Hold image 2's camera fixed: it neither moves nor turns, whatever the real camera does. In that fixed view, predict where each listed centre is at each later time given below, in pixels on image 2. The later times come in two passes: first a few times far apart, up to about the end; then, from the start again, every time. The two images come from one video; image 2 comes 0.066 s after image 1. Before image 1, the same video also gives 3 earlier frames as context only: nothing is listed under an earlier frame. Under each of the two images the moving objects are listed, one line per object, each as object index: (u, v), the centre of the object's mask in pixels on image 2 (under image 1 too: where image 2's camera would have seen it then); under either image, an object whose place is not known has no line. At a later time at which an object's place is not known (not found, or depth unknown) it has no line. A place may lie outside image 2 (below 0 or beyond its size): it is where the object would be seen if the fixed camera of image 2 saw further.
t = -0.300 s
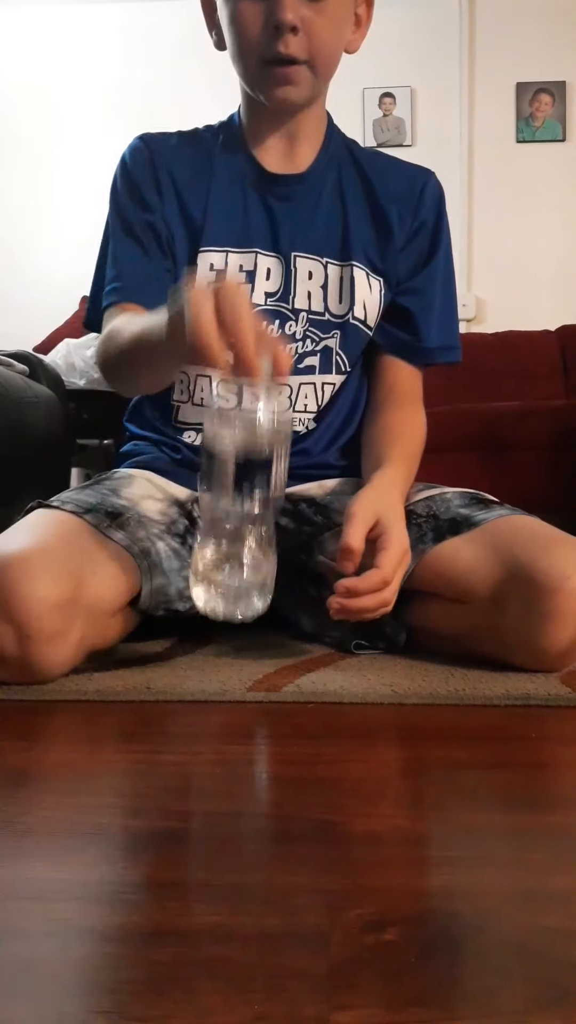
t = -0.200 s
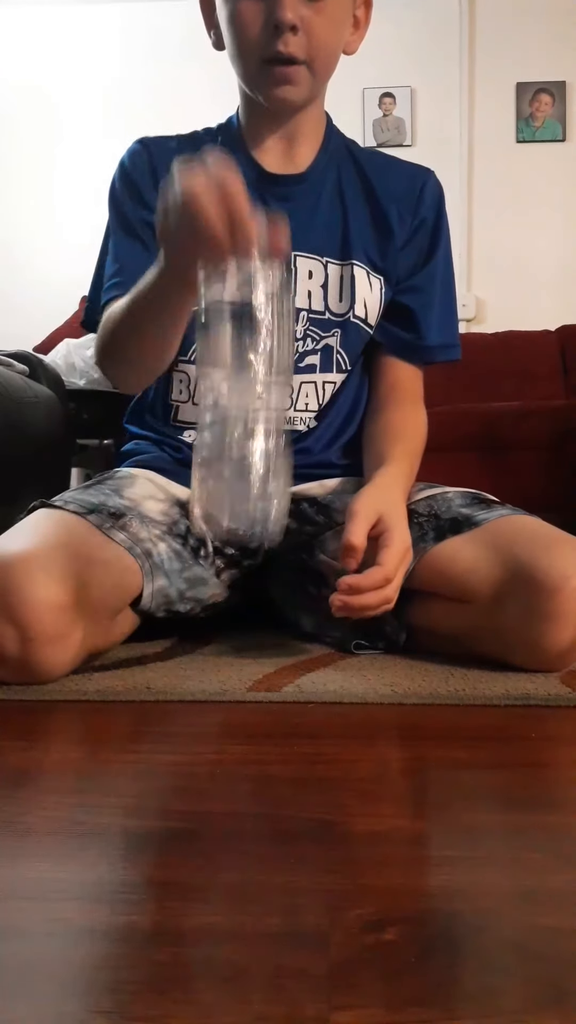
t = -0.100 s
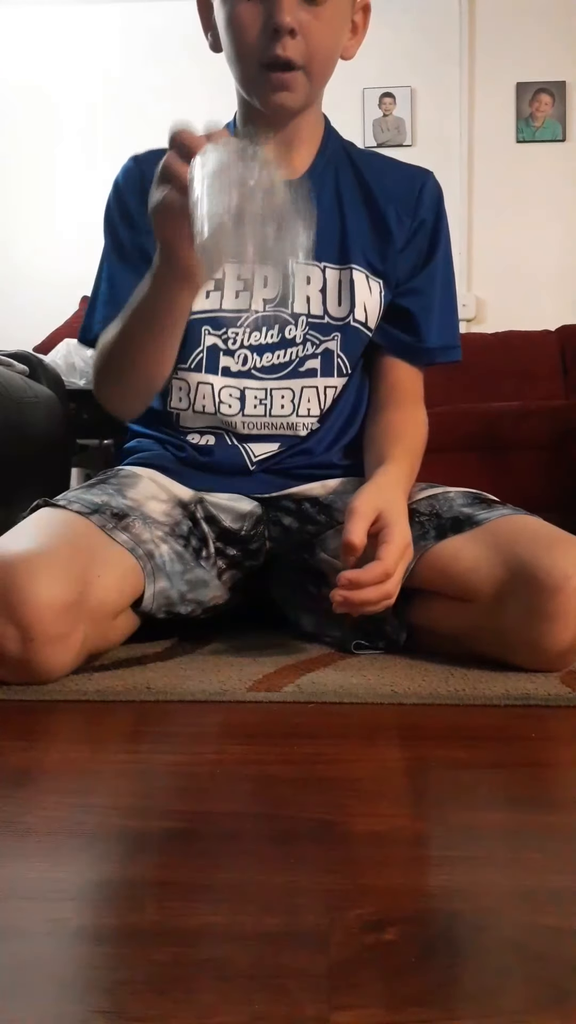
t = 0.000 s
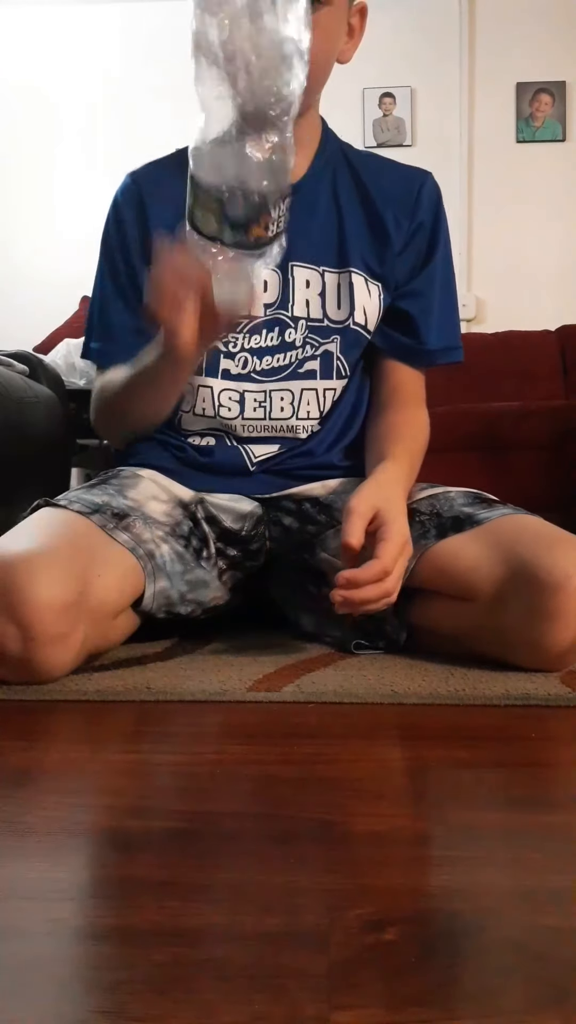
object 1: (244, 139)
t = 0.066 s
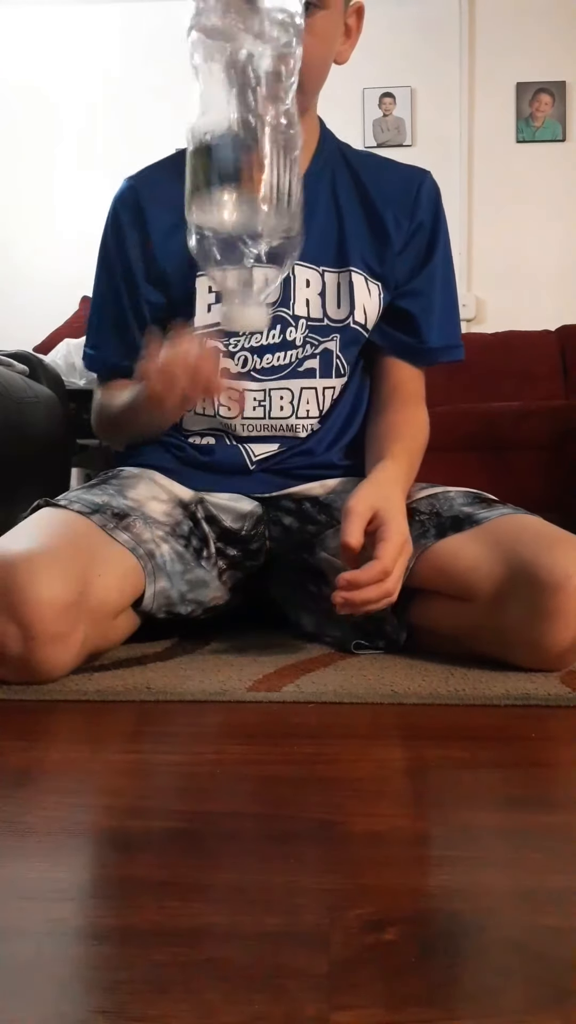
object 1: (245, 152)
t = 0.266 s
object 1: (240, 330)
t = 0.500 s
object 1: (233, 653)
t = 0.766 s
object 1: (195, 694)
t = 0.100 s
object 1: (246, 147)
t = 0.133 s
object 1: (249, 131)
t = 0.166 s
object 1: (250, 142)
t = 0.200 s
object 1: (248, 161)
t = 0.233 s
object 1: (245, 220)
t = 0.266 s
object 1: (240, 330)
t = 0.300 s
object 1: (238, 463)
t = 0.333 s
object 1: (239, 594)
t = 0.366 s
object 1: (238, 598)
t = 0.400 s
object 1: (240, 600)
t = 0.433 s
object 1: (239, 614)
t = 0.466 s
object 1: (236, 631)
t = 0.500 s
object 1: (233, 653)
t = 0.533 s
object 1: (229, 680)
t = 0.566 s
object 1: (224, 692)
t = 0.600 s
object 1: (218, 695)
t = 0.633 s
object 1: (213, 694)
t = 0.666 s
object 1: (208, 694)
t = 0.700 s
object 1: (204, 694)
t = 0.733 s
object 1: (200, 693)
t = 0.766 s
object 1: (195, 694)
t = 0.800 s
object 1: (191, 693)
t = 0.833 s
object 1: (188, 693)
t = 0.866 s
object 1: (189, 692)
